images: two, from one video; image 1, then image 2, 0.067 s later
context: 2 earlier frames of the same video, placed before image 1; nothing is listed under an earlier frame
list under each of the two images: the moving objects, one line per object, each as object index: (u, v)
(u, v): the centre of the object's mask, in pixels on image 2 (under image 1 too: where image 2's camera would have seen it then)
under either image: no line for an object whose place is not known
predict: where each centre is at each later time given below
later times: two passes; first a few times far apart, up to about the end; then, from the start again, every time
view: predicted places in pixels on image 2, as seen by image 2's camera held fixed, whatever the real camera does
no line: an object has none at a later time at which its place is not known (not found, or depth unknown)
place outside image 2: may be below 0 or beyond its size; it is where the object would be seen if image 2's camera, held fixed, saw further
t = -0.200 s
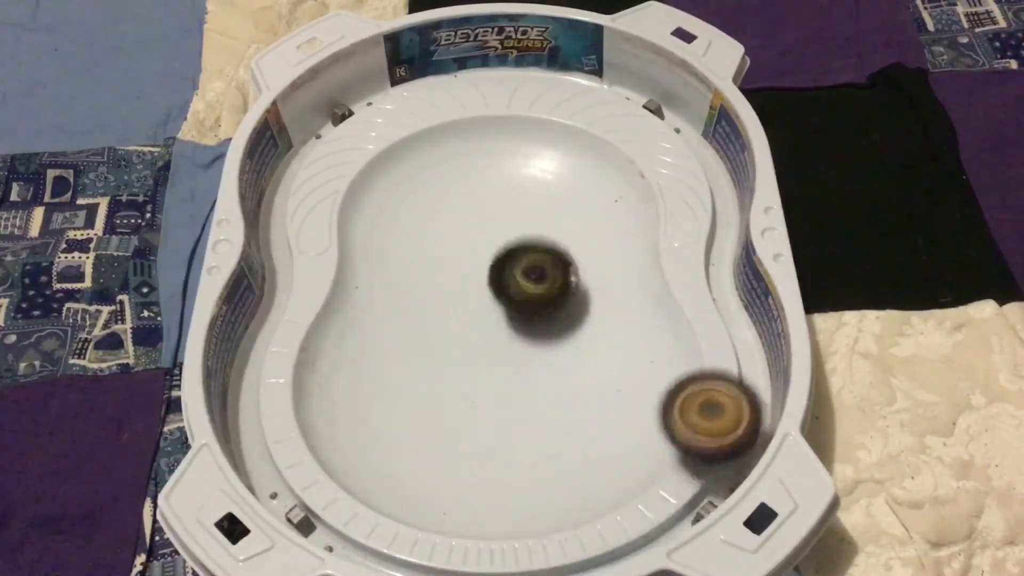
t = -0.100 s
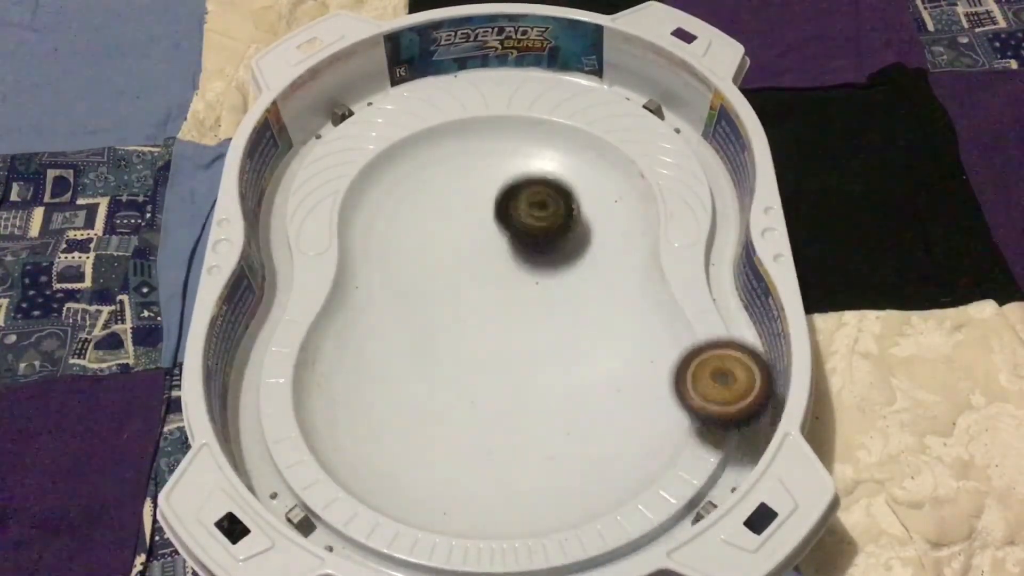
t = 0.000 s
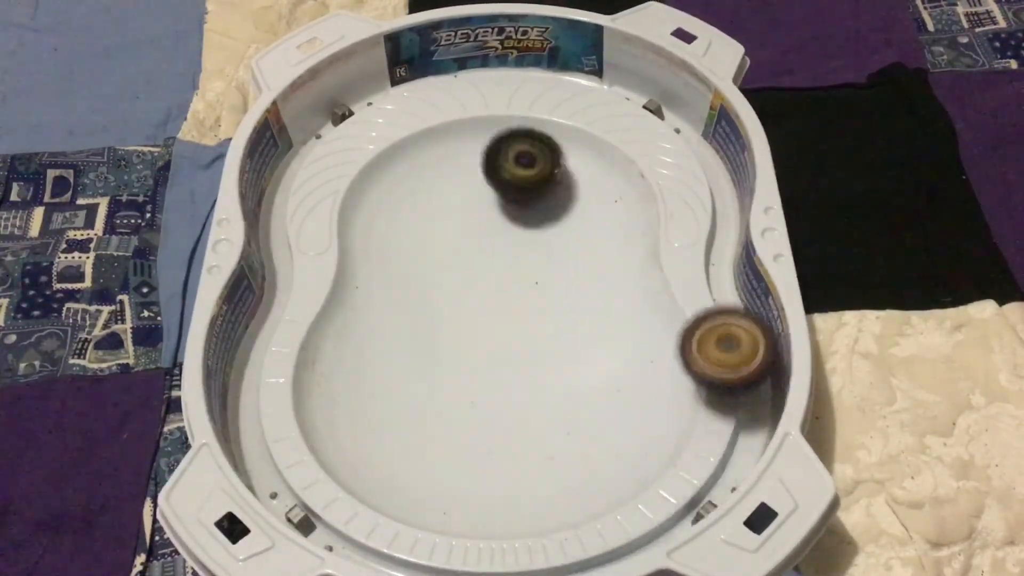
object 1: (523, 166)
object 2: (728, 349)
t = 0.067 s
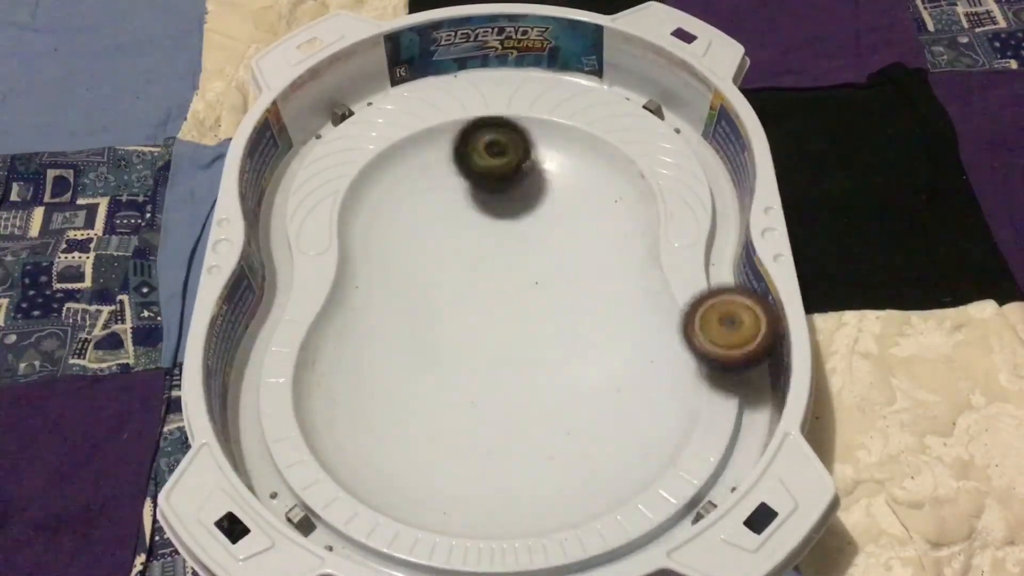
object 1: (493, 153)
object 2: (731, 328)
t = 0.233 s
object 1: (444, 187)
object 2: (702, 278)
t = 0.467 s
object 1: (497, 211)
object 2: (610, 234)
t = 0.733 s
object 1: (395, 214)
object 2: (523, 314)
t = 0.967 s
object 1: (371, 239)
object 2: (599, 385)
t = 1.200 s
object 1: (451, 221)
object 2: (566, 458)
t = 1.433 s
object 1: (494, 142)
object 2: (481, 404)
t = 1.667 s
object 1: (493, 176)
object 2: (527, 315)
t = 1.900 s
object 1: (571, 200)
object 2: (532, 277)
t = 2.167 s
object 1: (565, 203)
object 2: (485, 249)
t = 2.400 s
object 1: (518, 228)
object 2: (425, 214)
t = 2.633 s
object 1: (439, 282)
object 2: (434, 183)
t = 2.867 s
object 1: (381, 395)
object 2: (479, 213)
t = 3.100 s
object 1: (496, 441)
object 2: (507, 258)
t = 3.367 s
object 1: (580, 368)
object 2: (516, 264)
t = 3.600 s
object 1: (570, 358)
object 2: (488, 213)
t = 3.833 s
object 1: (496, 380)
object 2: (462, 171)
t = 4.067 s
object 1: (444, 399)
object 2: (473, 174)
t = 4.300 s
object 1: (434, 393)
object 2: (462, 219)
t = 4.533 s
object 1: (451, 359)
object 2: (470, 263)
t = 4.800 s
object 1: (497, 356)
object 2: (530, 277)
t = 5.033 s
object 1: (523, 388)
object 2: (563, 259)
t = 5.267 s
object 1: (533, 403)
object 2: (526, 233)
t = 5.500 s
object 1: (505, 386)
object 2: (455, 201)
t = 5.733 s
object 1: (446, 356)
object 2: (423, 179)
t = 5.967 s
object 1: (413, 353)
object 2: (441, 204)
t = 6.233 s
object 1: (449, 376)
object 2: (496, 252)
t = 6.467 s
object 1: (528, 379)
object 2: (567, 283)
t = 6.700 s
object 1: (562, 400)
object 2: (593, 278)
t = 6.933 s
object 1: (552, 404)
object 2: (542, 269)
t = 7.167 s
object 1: (477, 374)
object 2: (452, 255)
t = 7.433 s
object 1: (382, 348)
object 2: (393, 237)
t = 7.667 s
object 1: (407, 369)
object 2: (429, 238)
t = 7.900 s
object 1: (512, 369)
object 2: (512, 241)
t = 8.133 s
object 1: (582, 345)
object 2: (568, 218)
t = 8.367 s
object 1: (561, 353)
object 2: (555, 193)
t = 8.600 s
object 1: (490, 386)
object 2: (502, 193)
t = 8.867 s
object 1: (427, 396)
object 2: (446, 224)
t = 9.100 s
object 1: (423, 370)
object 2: (454, 264)
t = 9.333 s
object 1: (466, 345)
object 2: (523, 289)
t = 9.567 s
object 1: (522, 353)
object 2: (577, 267)
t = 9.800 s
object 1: (538, 360)
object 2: (538, 246)
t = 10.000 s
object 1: (515, 375)
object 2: (458, 233)
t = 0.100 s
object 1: (476, 155)
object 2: (729, 317)
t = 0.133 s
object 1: (463, 161)
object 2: (723, 307)
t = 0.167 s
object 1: (451, 168)
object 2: (716, 297)
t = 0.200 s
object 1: (445, 177)
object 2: (709, 287)
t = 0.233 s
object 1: (444, 187)
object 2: (702, 278)
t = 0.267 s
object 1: (445, 195)
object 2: (696, 267)
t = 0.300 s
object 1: (450, 203)
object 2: (688, 257)
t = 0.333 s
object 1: (457, 208)
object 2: (679, 247)
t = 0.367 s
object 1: (466, 211)
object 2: (669, 236)
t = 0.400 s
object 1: (477, 212)
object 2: (654, 228)
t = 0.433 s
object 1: (488, 212)
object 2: (637, 229)
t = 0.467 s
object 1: (497, 211)
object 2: (610, 234)
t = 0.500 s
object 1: (501, 208)
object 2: (580, 237)
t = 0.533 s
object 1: (483, 197)
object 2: (577, 245)
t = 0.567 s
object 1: (465, 189)
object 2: (571, 258)
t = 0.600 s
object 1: (448, 187)
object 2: (561, 271)
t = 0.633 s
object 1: (430, 189)
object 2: (551, 285)
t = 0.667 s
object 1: (414, 194)
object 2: (541, 298)
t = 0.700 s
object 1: (402, 203)
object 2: (532, 308)
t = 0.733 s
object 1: (395, 214)
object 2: (523, 314)
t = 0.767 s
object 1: (395, 228)
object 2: (516, 317)
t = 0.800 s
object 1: (398, 243)
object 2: (509, 319)
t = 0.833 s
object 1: (404, 259)
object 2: (502, 318)
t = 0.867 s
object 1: (410, 272)
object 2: (494, 318)
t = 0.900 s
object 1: (385, 259)
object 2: (533, 340)
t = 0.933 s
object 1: (373, 245)
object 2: (571, 365)
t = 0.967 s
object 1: (371, 239)
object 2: (599, 385)
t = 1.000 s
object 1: (376, 239)
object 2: (617, 401)
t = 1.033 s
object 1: (387, 241)
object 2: (625, 414)
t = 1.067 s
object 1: (400, 241)
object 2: (625, 425)
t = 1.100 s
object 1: (413, 241)
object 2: (618, 437)
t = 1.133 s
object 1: (426, 237)
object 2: (606, 446)
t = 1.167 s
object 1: (439, 230)
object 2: (588, 454)
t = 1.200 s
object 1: (451, 221)
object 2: (566, 458)
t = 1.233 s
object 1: (463, 210)
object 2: (543, 460)
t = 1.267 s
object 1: (473, 196)
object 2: (521, 458)
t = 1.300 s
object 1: (481, 181)
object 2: (506, 451)
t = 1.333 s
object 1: (487, 168)
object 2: (494, 439)
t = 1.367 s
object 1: (492, 156)
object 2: (487, 427)
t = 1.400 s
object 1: (495, 147)
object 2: (483, 415)
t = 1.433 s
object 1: (494, 142)
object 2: (481, 404)
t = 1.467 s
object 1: (492, 141)
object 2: (484, 391)
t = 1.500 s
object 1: (488, 142)
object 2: (488, 379)
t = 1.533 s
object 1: (484, 146)
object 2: (495, 368)
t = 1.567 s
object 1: (482, 151)
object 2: (503, 357)
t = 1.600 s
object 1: (482, 159)
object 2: (512, 345)
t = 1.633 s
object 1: (485, 167)
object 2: (521, 331)
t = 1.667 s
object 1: (493, 176)
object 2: (527, 315)
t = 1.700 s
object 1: (504, 186)
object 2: (530, 299)
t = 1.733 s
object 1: (516, 195)
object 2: (532, 287)
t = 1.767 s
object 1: (529, 202)
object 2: (532, 279)
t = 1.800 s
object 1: (540, 201)
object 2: (533, 278)
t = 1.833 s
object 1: (552, 200)
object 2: (534, 279)
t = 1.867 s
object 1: (562, 201)
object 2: (535, 278)
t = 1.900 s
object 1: (571, 200)
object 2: (532, 277)
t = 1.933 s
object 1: (577, 200)
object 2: (528, 274)
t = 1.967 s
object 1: (581, 199)
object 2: (522, 272)
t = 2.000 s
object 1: (583, 198)
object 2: (516, 269)
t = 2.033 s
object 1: (583, 197)
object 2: (510, 266)
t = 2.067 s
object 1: (581, 197)
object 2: (504, 262)
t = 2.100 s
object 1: (578, 198)
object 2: (497, 258)
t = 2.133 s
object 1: (571, 200)
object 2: (491, 254)
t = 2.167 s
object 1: (565, 203)
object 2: (485, 249)
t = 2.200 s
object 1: (558, 208)
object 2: (477, 245)
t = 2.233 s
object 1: (555, 209)
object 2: (464, 243)
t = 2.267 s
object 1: (549, 211)
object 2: (455, 240)
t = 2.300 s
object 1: (542, 214)
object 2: (448, 236)
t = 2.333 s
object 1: (534, 219)
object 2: (443, 230)
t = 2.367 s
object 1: (526, 223)
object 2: (435, 223)
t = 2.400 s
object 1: (518, 228)
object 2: (425, 214)
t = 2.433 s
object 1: (508, 233)
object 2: (418, 206)
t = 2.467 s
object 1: (498, 239)
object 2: (415, 201)
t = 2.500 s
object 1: (487, 246)
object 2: (414, 195)
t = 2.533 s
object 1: (475, 253)
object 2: (416, 190)
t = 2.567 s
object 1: (462, 261)
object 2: (420, 187)
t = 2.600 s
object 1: (451, 271)
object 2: (426, 184)
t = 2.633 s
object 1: (439, 282)
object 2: (434, 183)
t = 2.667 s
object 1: (430, 295)
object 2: (442, 184)
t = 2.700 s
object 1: (421, 311)
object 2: (450, 187)
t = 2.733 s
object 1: (411, 327)
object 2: (458, 191)
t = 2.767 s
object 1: (398, 344)
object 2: (465, 196)
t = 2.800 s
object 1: (386, 360)
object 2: (471, 202)
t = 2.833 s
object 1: (381, 378)
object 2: (476, 208)
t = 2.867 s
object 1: (381, 395)
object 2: (479, 213)
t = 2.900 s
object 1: (387, 411)
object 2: (483, 219)
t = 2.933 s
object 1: (399, 425)
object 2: (485, 225)
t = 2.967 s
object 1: (415, 436)
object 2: (489, 231)
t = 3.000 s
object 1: (433, 443)
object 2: (493, 238)
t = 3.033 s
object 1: (455, 447)
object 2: (497, 245)
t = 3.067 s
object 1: (476, 445)
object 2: (502, 252)
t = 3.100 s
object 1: (496, 441)
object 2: (507, 258)
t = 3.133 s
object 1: (516, 432)
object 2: (513, 265)
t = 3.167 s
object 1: (532, 420)
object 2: (519, 272)
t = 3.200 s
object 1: (544, 405)
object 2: (525, 279)
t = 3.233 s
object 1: (553, 391)
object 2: (531, 285)
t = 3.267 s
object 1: (558, 373)
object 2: (536, 292)
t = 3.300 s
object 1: (565, 367)
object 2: (534, 289)
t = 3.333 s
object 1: (573, 369)
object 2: (524, 276)
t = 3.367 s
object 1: (580, 368)
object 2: (516, 264)
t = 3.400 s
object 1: (584, 365)
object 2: (511, 257)
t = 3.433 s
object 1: (587, 363)
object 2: (506, 250)
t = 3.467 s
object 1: (587, 361)
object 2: (504, 244)
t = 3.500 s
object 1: (587, 360)
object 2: (501, 237)
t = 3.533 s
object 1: (583, 359)
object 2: (498, 229)
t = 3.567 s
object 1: (578, 358)
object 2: (493, 222)
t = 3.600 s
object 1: (570, 358)
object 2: (488, 213)
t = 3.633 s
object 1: (561, 360)
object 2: (481, 206)
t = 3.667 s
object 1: (551, 361)
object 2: (475, 199)
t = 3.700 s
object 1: (540, 363)
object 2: (470, 192)
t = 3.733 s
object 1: (530, 367)
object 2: (466, 186)
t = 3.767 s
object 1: (518, 371)
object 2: (464, 180)
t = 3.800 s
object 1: (507, 375)
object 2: (463, 175)
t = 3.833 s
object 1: (496, 380)
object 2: (462, 171)
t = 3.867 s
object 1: (487, 384)
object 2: (462, 168)
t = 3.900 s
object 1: (480, 387)
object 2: (463, 166)
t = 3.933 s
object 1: (472, 390)
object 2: (465, 165)
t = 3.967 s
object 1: (463, 393)
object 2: (467, 164)
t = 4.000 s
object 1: (456, 396)
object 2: (470, 167)
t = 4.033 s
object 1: (449, 398)
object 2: (472, 170)
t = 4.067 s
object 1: (444, 399)
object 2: (473, 174)
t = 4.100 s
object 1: (439, 401)
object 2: (473, 180)
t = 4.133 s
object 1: (436, 401)
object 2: (473, 186)
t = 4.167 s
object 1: (433, 401)
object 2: (471, 193)
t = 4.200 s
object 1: (432, 400)
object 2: (470, 201)
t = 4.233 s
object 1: (432, 399)
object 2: (467, 207)
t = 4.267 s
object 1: (432, 396)
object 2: (465, 213)
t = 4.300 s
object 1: (434, 393)
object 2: (462, 219)
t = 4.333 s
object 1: (435, 389)
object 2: (460, 225)
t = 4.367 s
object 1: (437, 384)
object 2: (458, 232)
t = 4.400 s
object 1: (439, 380)
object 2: (458, 237)
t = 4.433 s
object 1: (442, 376)
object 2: (460, 243)
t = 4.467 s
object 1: (445, 370)
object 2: (462, 250)
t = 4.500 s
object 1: (447, 364)
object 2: (465, 257)
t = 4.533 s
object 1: (451, 359)
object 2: (470, 263)
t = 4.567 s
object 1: (455, 353)
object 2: (476, 270)
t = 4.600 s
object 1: (459, 349)
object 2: (483, 276)
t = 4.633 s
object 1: (464, 353)
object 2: (491, 275)
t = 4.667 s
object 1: (470, 356)
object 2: (497, 274)
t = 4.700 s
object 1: (476, 356)
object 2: (505, 274)
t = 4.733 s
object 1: (482, 356)
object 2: (513, 275)
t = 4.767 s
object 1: (490, 355)
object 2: (522, 276)
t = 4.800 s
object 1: (497, 356)
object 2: (530, 277)
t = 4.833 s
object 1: (504, 355)
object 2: (537, 277)
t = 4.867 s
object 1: (510, 354)
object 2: (544, 279)
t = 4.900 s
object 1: (513, 358)
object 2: (550, 277)
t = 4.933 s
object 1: (516, 368)
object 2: (556, 269)
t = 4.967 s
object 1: (518, 376)
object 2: (560, 264)
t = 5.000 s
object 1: (520, 382)
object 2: (562, 261)
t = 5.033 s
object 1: (523, 388)
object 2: (563, 259)
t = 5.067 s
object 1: (526, 393)
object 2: (562, 256)
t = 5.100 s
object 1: (530, 397)
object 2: (559, 252)
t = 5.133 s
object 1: (531, 400)
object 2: (555, 249)
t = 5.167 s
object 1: (533, 402)
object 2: (549, 246)
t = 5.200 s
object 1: (533, 403)
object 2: (542, 242)
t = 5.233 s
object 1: (533, 403)
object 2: (534, 237)
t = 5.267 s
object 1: (533, 403)
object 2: (526, 233)
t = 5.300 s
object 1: (533, 402)
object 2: (516, 227)
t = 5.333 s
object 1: (531, 400)
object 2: (507, 222)
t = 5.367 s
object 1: (528, 398)
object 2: (496, 218)
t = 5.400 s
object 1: (524, 396)
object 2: (485, 213)
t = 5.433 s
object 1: (518, 393)
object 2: (475, 209)
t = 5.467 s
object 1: (512, 390)
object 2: (464, 206)
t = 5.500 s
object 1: (505, 386)
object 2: (455, 201)
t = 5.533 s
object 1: (498, 382)
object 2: (447, 197)
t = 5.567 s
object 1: (490, 377)
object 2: (440, 193)
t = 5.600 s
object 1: (481, 372)
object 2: (433, 189)
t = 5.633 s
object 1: (471, 367)
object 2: (428, 185)
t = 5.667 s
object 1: (462, 363)
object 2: (424, 182)
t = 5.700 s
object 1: (454, 359)
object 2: (423, 180)
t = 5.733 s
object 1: (446, 356)
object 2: (423, 179)
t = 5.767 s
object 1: (439, 355)
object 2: (423, 178)
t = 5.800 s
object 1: (432, 354)
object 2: (426, 180)
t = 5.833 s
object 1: (426, 353)
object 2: (429, 183)
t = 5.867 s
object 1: (421, 353)
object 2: (431, 188)
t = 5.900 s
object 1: (417, 353)
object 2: (435, 193)
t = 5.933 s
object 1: (414, 353)
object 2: (438, 198)
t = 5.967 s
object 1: (413, 353)
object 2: (441, 204)
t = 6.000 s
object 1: (412, 355)
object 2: (445, 210)
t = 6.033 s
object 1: (412, 357)
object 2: (449, 216)
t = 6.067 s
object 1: (414, 359)
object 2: (454, 223)
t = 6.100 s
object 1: (417, 361)
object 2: (460, 229)
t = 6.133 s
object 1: (423, 365)
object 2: (468, 234)
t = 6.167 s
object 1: (430, 369)
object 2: (476, 240)
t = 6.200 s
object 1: (439, 372)
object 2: (485, 246)
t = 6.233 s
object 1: (449, 376)
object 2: (496, 252)
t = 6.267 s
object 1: (459, 377)
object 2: (506, 257)
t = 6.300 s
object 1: (471, 378)
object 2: (517, 262)
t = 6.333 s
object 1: (483, 379)
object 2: (528, 267)
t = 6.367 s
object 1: (495, 380)
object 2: (539, 271)
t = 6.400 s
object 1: (506, 378)
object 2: (549, 275)
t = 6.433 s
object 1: (518, 380)
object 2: (558, 279)
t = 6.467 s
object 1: (528, 379)
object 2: (567, 283)
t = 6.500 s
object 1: (538, 377)
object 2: (573, 288)
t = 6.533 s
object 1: (546, 372)
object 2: (578, 293)
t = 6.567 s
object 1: (551, 373)
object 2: (582, 296)
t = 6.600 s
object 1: (553, 383)
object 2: (586, 289)
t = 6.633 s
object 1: (555, 390)
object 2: (589, 285)
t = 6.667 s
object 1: (559, 395)
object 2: (591, 282)
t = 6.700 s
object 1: (562, 400)
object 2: (593, 278)
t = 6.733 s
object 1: (564, 403)
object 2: (592, 276)
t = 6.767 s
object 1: (565, 406)
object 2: (588, 274)
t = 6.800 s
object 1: (565, 406)
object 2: (582, 272)
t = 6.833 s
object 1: (564, 407)
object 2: (573, 272)
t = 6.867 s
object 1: (562, 407)
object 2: (564, 272)
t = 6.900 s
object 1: (558, 405)
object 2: (553, 271)
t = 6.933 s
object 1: (552, 404)
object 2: (542, 269)
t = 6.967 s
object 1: (545, 401)
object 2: (530, 267)
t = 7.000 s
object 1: (536, 398)
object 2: (518, 264)
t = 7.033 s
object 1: (526, 394)
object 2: (505, 262)
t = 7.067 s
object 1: (514, 390)
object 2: (491, 260)
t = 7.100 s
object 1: (502, 385)
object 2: (478, 258)
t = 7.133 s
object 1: (490, 380)
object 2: (465, 256)
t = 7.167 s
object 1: (477, 374)
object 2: (452, 255)
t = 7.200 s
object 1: (463, 368)
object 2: (440, 254)
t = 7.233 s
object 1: (449, 362)
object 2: (429, 252)
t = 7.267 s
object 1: (435, 357)
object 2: (419, 249)
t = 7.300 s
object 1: (422, 354)
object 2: (410, 247)
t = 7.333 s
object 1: (409, 350)
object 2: (403, 245)
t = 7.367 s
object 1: (397, 347)
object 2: (397, 242)
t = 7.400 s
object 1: (389, 347)
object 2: (394, 240)
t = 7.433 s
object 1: (382, 348)
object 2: (393, 237)
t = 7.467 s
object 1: (379, 350)
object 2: (394, 235)
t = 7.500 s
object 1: (378, 352)
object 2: (395, 232)
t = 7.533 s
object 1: (379, 355)
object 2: (399, 232)
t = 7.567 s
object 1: (383, 359)
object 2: (404, 232)
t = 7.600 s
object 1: (389, 362)
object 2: (410, 233)
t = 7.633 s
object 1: (397, 366)
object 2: (419, 236)
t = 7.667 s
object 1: (407, 369)
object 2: (429, 238)
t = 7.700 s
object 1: (420, 372)
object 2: (439, 240)
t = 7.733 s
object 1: (433, 371)
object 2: (451, 242)
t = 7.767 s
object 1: (449, 372)
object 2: (463, 242)
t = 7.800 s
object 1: (465, 373)
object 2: (475, 243)
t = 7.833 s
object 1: (481, 372)
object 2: (488, 243)
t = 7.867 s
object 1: (497, 371)
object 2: (500, 244)
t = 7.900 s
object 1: (512, 369)
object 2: (512, 241)
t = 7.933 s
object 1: (527, 366)
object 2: (522, 239)
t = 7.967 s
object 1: (542, 362)
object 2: (533, 236)
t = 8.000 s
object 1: (554, 356)
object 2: (542, 233)
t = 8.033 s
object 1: (564, 354)
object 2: (551, 229)
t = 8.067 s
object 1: (571, 350)
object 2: (558, 225)
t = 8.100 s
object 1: (578, 347)
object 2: (564, 221)
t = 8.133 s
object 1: (582, 345)
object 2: (568, 218)
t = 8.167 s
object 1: (584, 344)
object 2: (570, 213)
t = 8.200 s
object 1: (583, 342)
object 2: (571, 209)
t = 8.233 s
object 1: (582, 343)
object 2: (570, 206)
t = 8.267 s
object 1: (580, 345)
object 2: (569, 202)
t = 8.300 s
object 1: (575, 347)
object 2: (565, 199)
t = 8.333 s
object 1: (569, 350)
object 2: (561, 196)
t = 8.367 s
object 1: (561, 353)
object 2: (555, 193)
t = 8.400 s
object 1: (553, 357)
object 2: (549, 192)
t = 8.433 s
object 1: (544, 361)
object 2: (542, 190)
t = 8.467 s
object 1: (534, 366)
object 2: (535, 190)
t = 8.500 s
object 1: (523, 372)
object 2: (527, 190)
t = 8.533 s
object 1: (511, 376)
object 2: (519, 190)
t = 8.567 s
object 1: (500, 381)
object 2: (511, 191)
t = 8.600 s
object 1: (490, 386)
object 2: (502, 193)
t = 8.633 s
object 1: (480, 390)
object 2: (494, 196)
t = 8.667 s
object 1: (471, 392)
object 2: (486, 199)
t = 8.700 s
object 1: (460, 395)
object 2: (478, 202)
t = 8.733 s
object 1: (451, 396)
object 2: (471, 206)
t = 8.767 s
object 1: (444, 397)
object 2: (464, 211)
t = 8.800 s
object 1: (438, 397)
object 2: (457, 215)
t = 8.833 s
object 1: (432, 397)
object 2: (451, 220)
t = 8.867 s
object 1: (427, 396)
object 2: (446, 224)
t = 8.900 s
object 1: (423, 393)
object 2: (442, 229)
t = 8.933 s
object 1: (421, 391)
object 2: (439, 235)
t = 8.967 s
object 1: (420, 388)
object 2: (439, 241)
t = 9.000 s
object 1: (419, 384)
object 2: (439, 247)
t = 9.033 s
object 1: (420, 380)
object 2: (443, 253)
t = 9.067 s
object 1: (421, 375)
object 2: (448, 259)
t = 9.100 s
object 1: (423, 370)
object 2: (454, 264)
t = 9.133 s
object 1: (427, 365)
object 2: (462, 268)
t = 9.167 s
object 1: (429, 360)
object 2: (471, 273)
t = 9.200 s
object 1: (432, 357)
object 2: (480, 277)
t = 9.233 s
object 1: (438, 354)
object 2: (490, 282)
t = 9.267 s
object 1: (446, 352)
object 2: (501, 285)
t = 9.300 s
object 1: (455, 348)
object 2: (512, 287)
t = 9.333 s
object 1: (466, 345)
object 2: (523, 289)
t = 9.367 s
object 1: (474, 344)
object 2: (536, 287)
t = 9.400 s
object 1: (482, 345)
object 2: (549, 281)
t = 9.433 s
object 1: (491, 347)
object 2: (559, 279)
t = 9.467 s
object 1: (499, 348)
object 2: (565, 275)
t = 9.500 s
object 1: (507, 349)
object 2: (571, 272)
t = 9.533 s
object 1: (514, 350)
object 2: (575, 270)
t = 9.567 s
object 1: (522, 353)
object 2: (577, 267)
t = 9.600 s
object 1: (526, 354)
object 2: (576, 263)
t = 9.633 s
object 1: (532, 355)
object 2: (574, 260)
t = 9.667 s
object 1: (535, 355)
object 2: (570, 257)
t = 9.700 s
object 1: (538, 356)
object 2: (564, 254)
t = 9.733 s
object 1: (538, 357)
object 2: (556, 251)
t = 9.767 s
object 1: (538, 359)
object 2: (547, 248)
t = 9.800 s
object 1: (538, 360)
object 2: (538, 246)
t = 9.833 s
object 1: (537, 362)
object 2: (527, 244)
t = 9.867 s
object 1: (533, 364)
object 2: (516, 241)
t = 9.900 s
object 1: (530, 367)
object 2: (503, 239)
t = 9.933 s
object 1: (526, 370)
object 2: (488, 237)
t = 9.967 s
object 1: (521, 372)
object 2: (473, 234)
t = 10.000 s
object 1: (515, 375)
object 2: (458, 233)
